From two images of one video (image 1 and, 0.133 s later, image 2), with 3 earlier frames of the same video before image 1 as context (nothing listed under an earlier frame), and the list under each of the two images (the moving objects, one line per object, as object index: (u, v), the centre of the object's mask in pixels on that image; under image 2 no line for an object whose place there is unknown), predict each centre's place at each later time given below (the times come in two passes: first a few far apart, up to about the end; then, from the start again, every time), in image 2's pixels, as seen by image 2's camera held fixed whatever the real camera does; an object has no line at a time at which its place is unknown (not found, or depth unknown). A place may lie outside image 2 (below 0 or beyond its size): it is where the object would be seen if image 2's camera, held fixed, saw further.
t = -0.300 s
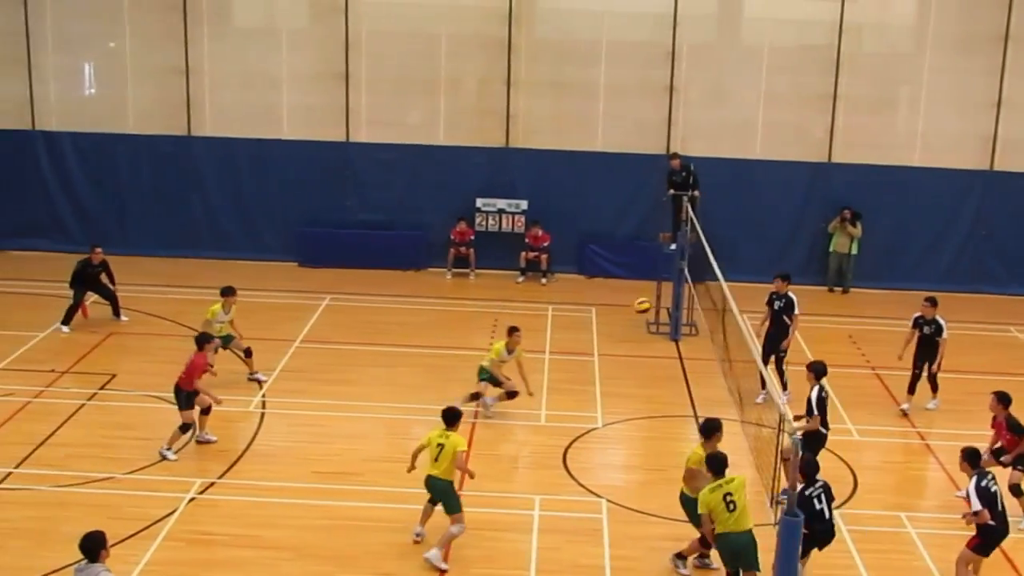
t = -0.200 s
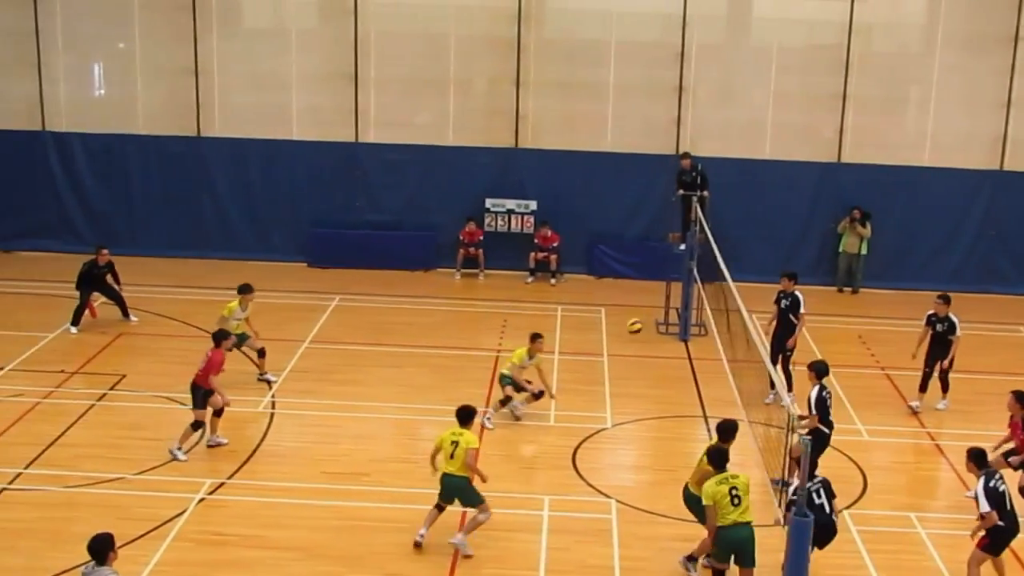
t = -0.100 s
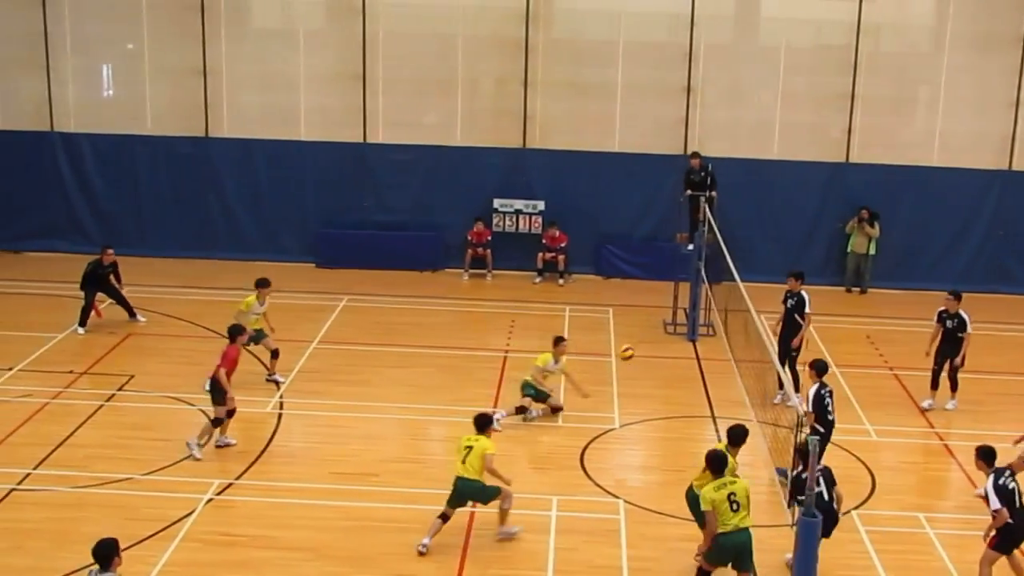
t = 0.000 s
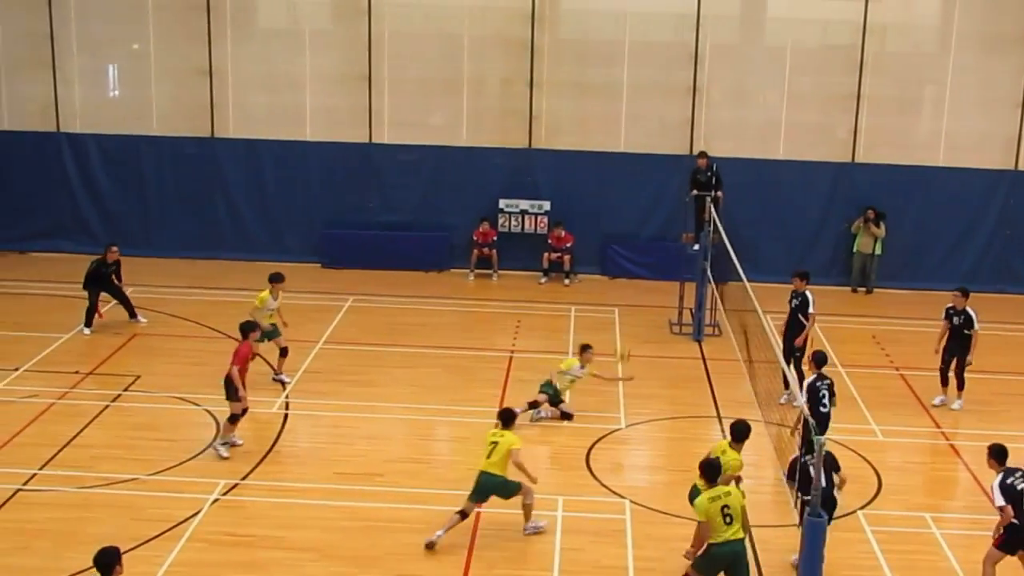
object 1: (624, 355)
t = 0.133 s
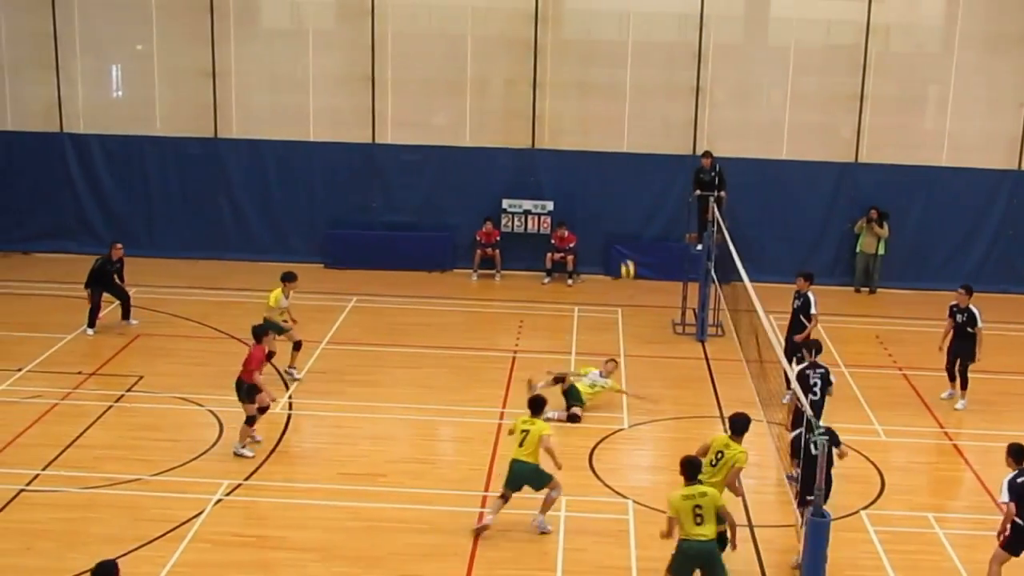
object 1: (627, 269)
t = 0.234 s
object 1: (627, 216)
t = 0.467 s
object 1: (623, 120)
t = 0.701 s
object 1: (616, 64)
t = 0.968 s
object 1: (605, 52)
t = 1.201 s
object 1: (594, 80)
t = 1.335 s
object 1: (589, 111)
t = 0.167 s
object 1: (628, 251)
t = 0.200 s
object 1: (627, 233)
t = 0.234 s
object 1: (627, 216)
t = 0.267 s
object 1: (627, 200)
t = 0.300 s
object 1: (627, 184)
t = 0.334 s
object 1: (626, 170)
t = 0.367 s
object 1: (626, 157)
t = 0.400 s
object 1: (625, 143)
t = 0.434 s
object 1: (625, 133)
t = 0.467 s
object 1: (623, 120)
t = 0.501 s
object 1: (623, 110)
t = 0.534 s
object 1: (622, 100)
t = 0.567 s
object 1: (621, 91)
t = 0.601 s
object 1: (619, 83)
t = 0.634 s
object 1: (619, 76)
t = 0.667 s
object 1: (617, 71)
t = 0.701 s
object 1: (616, 64)
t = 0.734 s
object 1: (616, 61)
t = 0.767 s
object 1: (613, 57)
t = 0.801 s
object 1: (613, 54)
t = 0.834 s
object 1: (611, 52)
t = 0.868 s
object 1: (610, 50)
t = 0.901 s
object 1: (608, 50)
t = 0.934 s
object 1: (606, 50)
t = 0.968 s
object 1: (605, 52)
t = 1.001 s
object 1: (604, 53)
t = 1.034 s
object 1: (602, 56)
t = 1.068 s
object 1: (600, 59)
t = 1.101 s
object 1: (599, 63)
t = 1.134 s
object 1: (598, 67)
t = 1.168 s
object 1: (595, 73)
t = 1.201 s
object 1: (594, 80)
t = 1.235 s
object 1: (593, 87)
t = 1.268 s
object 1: (591, 94)
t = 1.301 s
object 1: (589, 103)
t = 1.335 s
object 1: (589, 111)
